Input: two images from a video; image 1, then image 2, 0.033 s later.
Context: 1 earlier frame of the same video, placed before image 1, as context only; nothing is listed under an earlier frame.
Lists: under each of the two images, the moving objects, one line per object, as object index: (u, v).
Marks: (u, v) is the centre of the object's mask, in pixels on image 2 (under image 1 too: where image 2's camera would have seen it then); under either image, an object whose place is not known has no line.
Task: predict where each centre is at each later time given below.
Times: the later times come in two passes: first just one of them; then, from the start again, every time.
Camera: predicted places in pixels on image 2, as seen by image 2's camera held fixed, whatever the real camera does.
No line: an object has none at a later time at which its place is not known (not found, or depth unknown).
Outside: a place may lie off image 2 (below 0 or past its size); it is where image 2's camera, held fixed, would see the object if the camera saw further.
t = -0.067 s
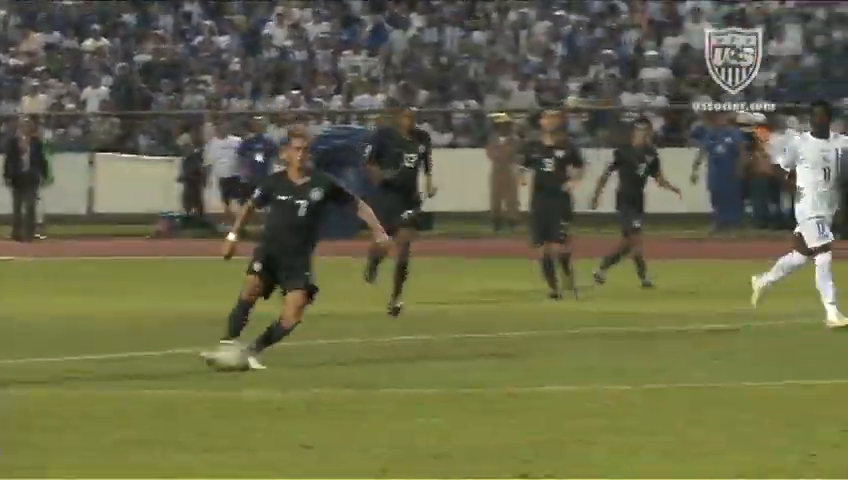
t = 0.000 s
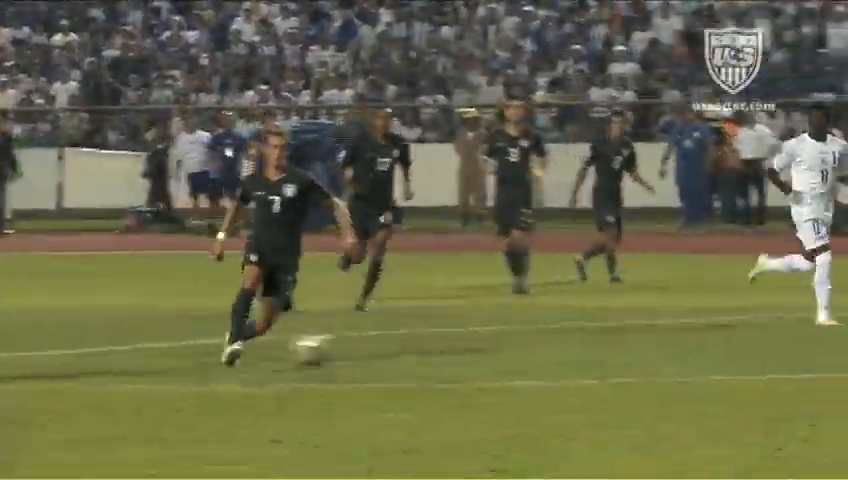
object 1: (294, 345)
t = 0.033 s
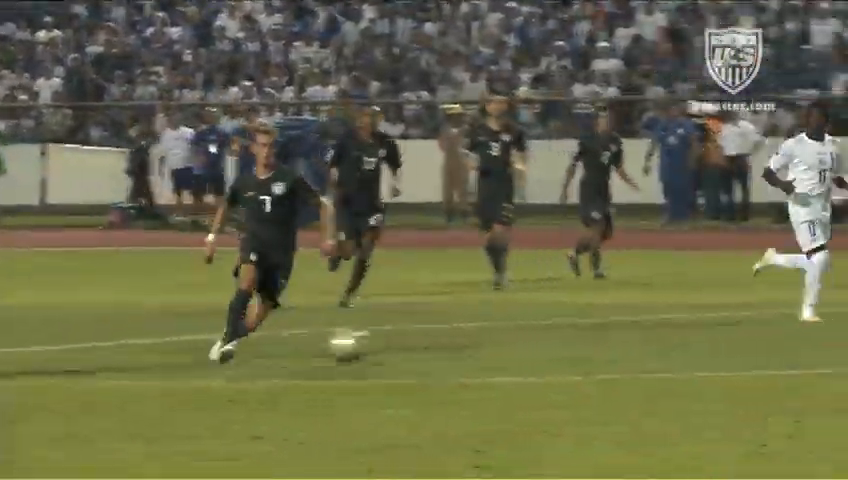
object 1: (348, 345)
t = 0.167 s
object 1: (571, 355)
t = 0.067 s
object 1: (402, 347)
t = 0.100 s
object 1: (459, 352)
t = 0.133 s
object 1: (515, 356)
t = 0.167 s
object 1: (571, 355)
